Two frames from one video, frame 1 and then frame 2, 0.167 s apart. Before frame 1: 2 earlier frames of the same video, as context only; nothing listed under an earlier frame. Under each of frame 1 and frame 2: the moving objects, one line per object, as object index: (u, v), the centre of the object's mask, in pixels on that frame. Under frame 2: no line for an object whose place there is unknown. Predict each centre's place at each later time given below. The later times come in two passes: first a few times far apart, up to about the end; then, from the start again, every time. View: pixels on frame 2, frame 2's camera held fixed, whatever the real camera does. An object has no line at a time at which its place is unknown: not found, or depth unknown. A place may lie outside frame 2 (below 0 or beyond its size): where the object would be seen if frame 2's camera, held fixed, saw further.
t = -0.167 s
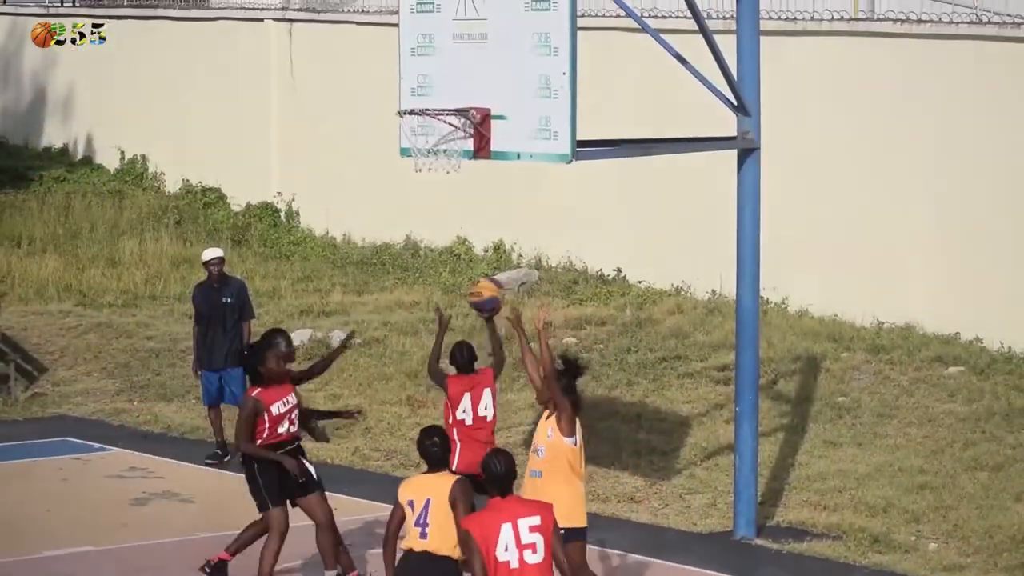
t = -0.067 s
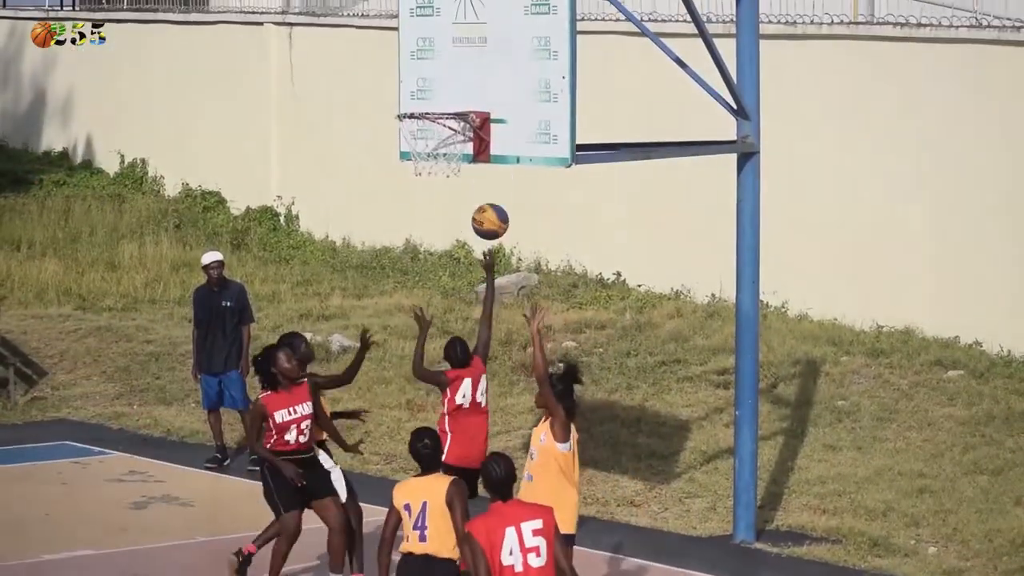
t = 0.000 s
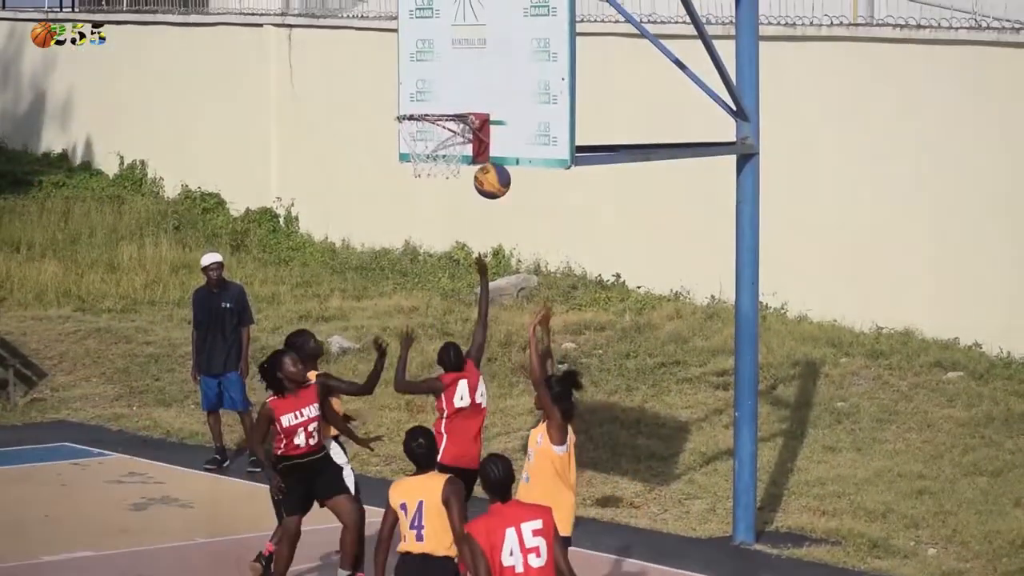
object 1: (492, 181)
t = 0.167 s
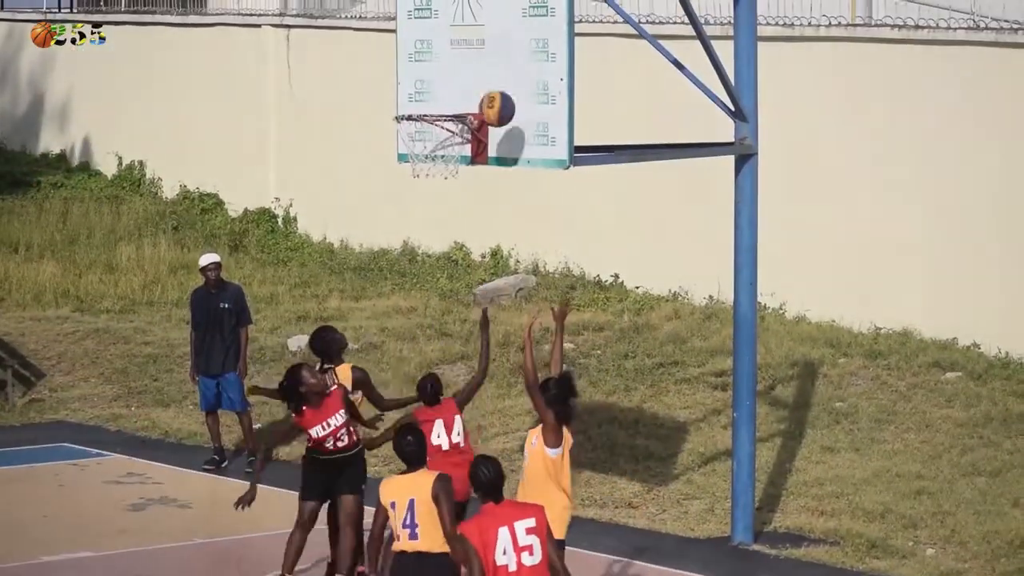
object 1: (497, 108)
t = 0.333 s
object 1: (501, 82)
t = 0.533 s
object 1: (456, 97)
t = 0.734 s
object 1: (430, 99)
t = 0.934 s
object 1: (425, 128)
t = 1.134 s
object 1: (427, 180)
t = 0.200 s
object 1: (498, 100)
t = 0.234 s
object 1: (500, 93)
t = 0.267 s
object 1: (501, 88)
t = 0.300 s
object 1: (503, 84)
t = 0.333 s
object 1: (501, 82)
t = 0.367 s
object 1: (493, 83)
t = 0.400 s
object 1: (485, 84)
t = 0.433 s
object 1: (476, 88)
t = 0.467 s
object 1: (469, 93)
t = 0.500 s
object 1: (461, 100)
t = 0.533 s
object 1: (456, 97)
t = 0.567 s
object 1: (452, 93)
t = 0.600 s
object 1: (447, 91)
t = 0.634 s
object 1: (443, 91)
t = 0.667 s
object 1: (438, 92)
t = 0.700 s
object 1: (434, 95)
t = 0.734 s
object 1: (430, 99)
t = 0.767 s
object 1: (425, 105)
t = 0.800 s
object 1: (424, 108)
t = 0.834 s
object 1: (424, 111)
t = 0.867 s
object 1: (424, 115)
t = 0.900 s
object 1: (424, 121)
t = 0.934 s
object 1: (425, 128)
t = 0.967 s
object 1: (427, 137)
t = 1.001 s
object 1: (427, 148)
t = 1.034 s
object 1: (427, 158)
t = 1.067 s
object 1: (427, 164)
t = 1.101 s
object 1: (427, 171)
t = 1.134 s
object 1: (427, 180)
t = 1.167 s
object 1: (426, 190)
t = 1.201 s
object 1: (426, 201)
